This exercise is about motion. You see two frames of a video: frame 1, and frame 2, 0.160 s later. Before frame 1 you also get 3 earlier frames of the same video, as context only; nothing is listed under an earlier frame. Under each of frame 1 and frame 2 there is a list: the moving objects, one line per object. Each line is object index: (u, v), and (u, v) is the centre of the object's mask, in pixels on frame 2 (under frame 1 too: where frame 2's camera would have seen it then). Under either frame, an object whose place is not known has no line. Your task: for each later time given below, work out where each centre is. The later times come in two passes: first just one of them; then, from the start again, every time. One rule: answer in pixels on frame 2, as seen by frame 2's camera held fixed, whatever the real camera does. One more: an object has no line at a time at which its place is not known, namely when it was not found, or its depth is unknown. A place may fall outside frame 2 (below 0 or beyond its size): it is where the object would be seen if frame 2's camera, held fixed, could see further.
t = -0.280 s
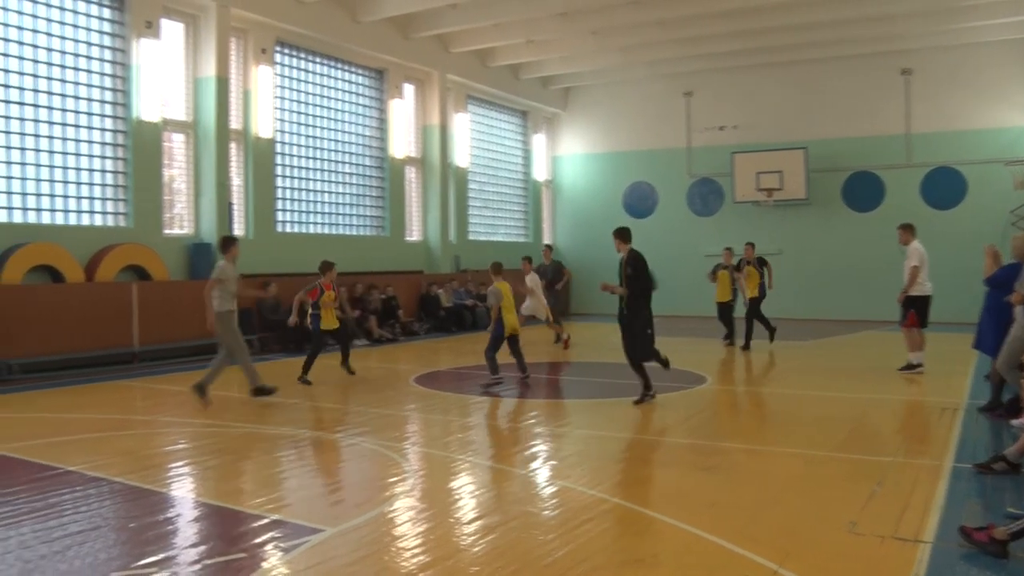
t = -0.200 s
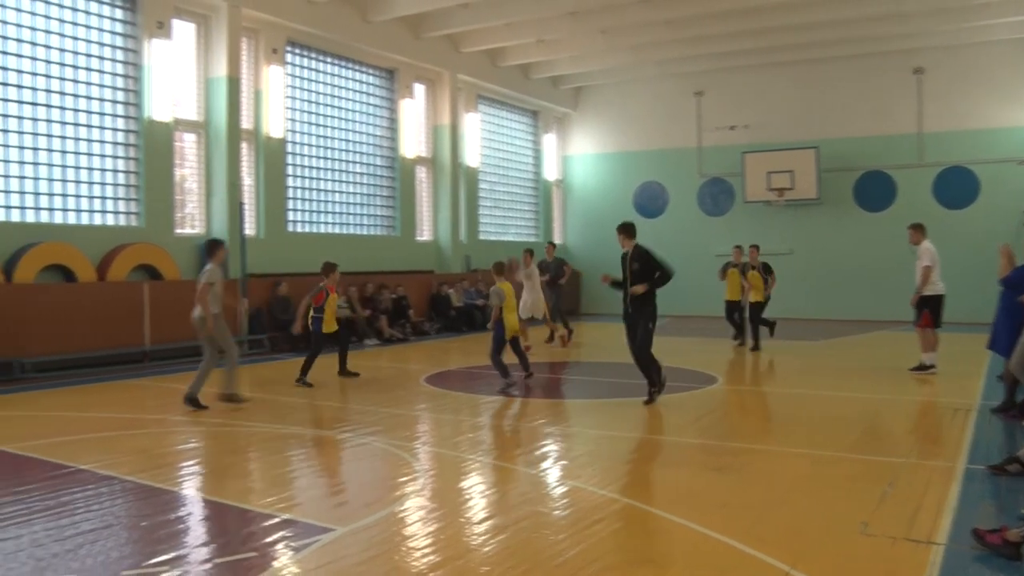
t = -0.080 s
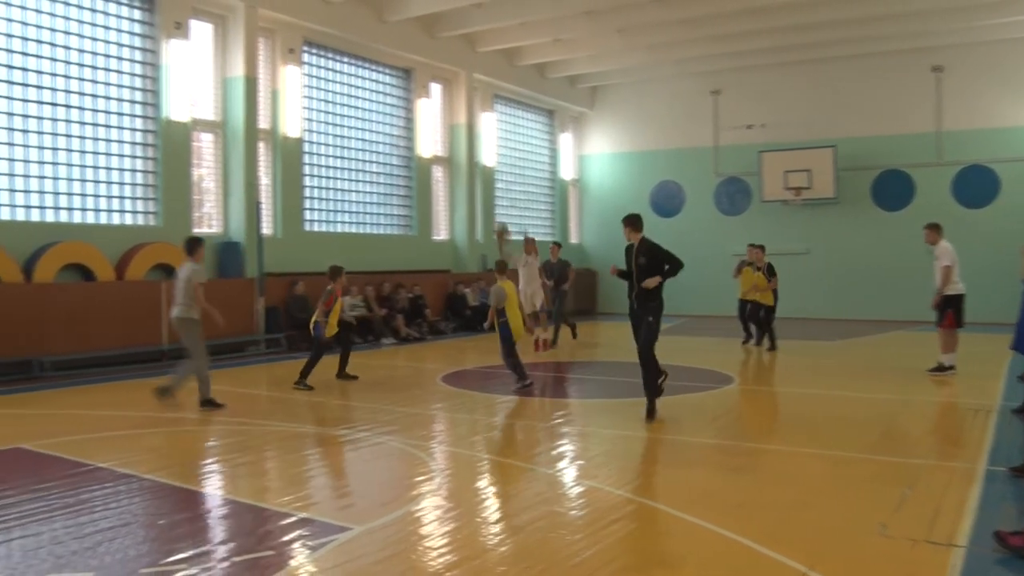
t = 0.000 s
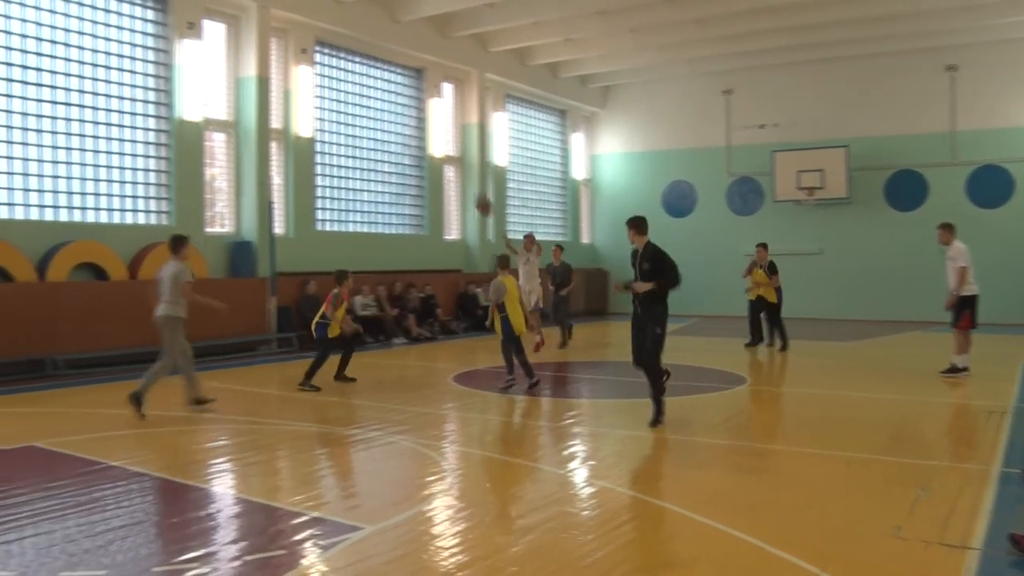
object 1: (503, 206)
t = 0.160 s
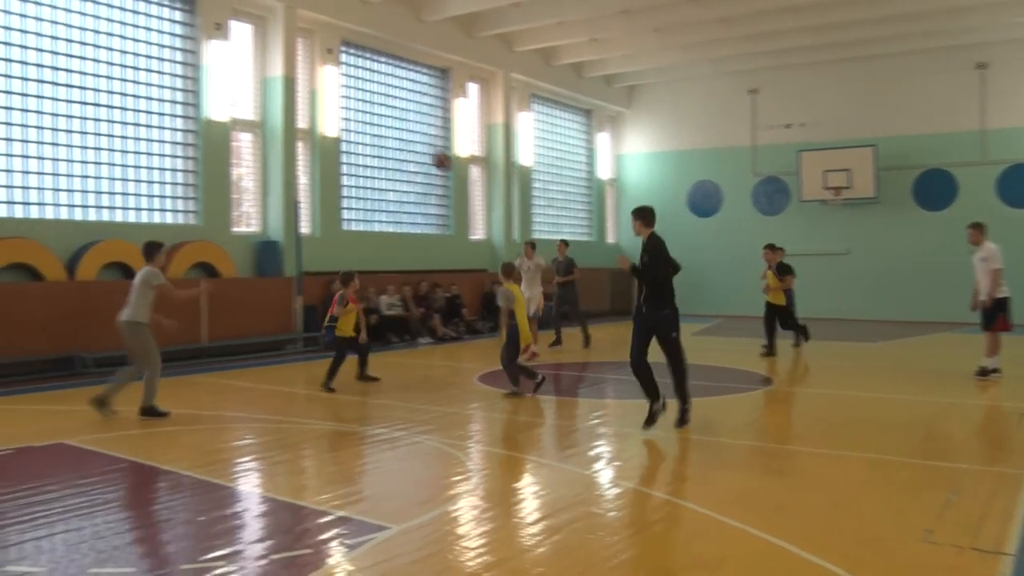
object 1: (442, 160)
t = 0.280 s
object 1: (388, 135)
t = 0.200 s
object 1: (424, 151)
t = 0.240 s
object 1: (407, 143)
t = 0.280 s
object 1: (388, 135)
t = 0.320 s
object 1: (369, 129)
